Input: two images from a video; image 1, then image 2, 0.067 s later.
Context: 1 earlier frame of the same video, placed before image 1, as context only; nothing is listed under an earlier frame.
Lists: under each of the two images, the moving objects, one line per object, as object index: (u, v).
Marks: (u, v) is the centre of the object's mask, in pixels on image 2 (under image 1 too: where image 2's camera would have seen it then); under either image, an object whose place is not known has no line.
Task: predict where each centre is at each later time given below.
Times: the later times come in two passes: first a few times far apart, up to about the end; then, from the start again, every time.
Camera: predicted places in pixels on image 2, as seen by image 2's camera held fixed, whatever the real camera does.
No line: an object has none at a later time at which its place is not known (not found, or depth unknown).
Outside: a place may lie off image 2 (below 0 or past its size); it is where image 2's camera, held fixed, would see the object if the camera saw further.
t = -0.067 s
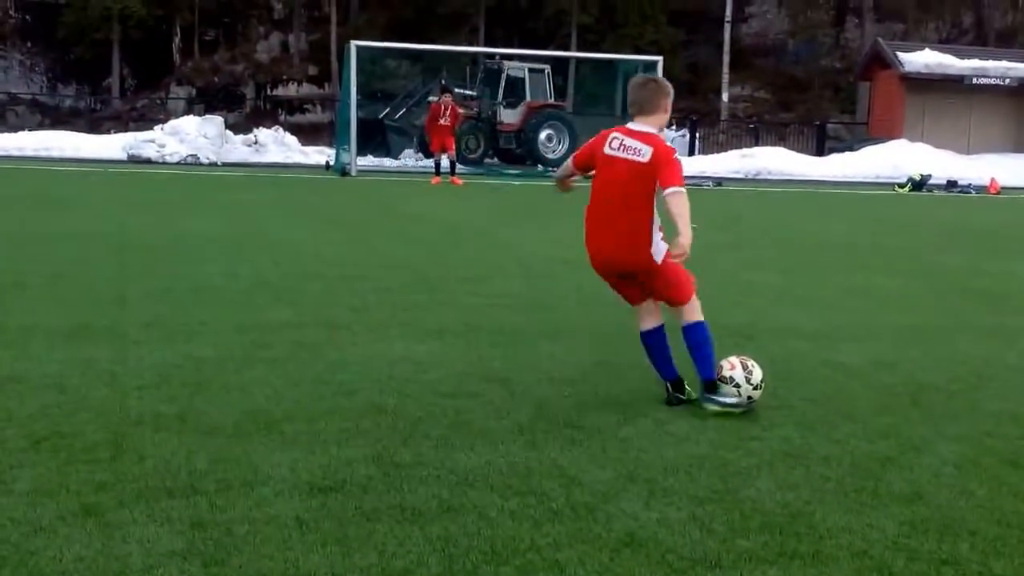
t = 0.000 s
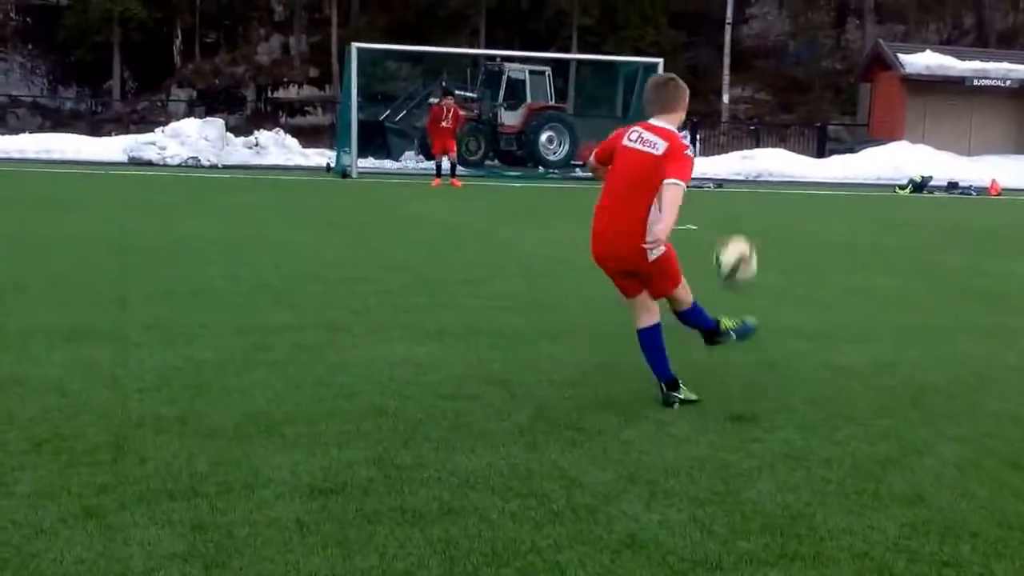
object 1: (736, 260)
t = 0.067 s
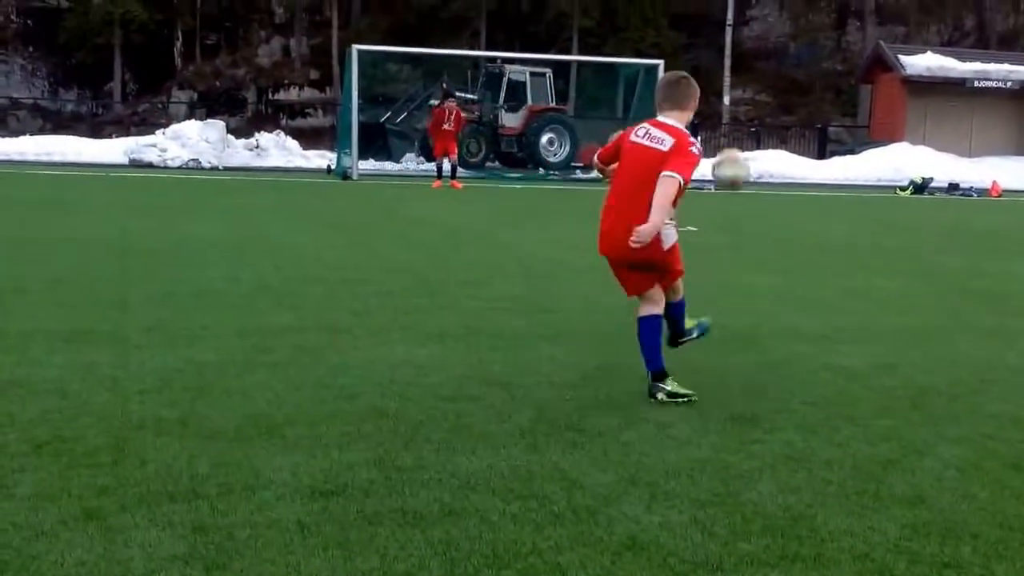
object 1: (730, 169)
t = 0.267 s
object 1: (706, 41)
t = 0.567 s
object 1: (661, 24)
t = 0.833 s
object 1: (624, 80)
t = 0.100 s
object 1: (727, 135)
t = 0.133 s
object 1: (722, 107)
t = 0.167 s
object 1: (718, 84)
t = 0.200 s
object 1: (714, 65)
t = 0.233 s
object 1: (709, 52)
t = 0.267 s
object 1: (706, 41)
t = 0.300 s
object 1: (701, 32)
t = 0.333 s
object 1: (696, 24)
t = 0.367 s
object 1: (691, 20)
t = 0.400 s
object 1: (686, 18)
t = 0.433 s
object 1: (681, 17)
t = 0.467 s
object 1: (677, 17)
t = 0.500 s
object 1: (671, 18)
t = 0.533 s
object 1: (666, 20)
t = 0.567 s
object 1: (661, 24)
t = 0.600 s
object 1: (657, 29)
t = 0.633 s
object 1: (652, 35)
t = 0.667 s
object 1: (648, 40)
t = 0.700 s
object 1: (642, 47)
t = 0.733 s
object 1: (637, 54)
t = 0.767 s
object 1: (632, 61)
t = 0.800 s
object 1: (628, 71)
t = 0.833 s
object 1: (624, 80)
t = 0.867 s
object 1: (619, 89)
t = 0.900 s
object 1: (615, 99)
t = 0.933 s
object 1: (610, 109)
